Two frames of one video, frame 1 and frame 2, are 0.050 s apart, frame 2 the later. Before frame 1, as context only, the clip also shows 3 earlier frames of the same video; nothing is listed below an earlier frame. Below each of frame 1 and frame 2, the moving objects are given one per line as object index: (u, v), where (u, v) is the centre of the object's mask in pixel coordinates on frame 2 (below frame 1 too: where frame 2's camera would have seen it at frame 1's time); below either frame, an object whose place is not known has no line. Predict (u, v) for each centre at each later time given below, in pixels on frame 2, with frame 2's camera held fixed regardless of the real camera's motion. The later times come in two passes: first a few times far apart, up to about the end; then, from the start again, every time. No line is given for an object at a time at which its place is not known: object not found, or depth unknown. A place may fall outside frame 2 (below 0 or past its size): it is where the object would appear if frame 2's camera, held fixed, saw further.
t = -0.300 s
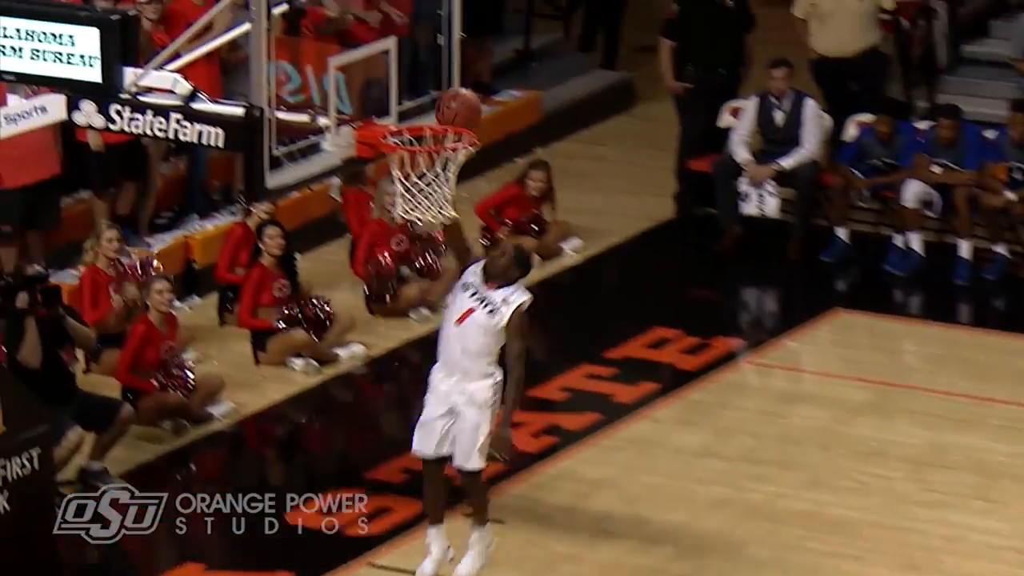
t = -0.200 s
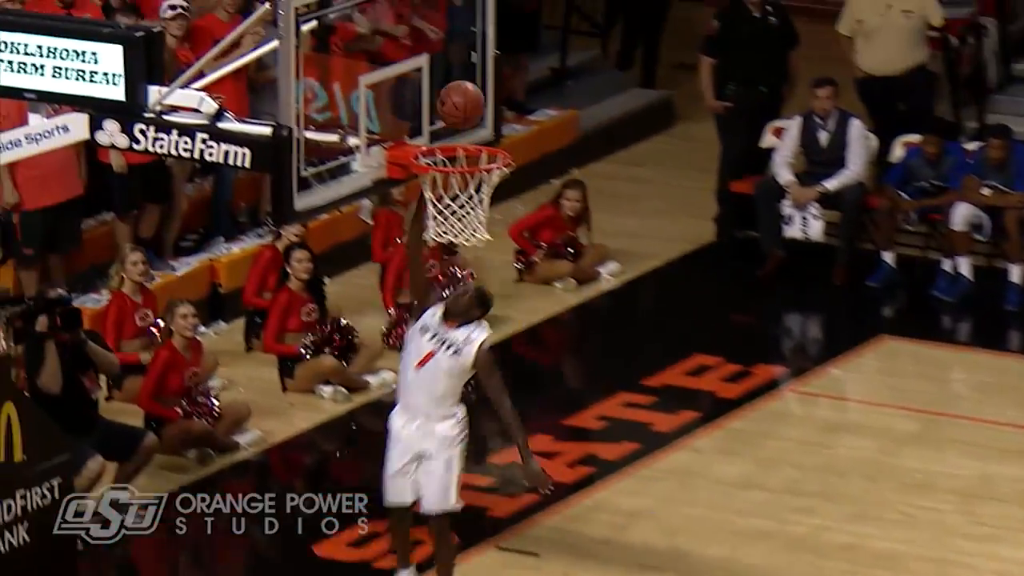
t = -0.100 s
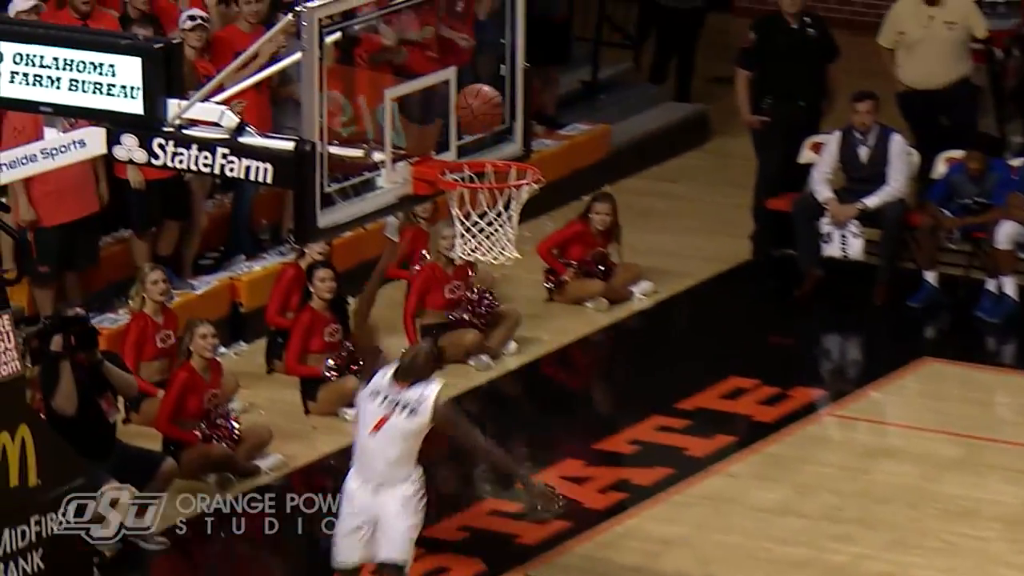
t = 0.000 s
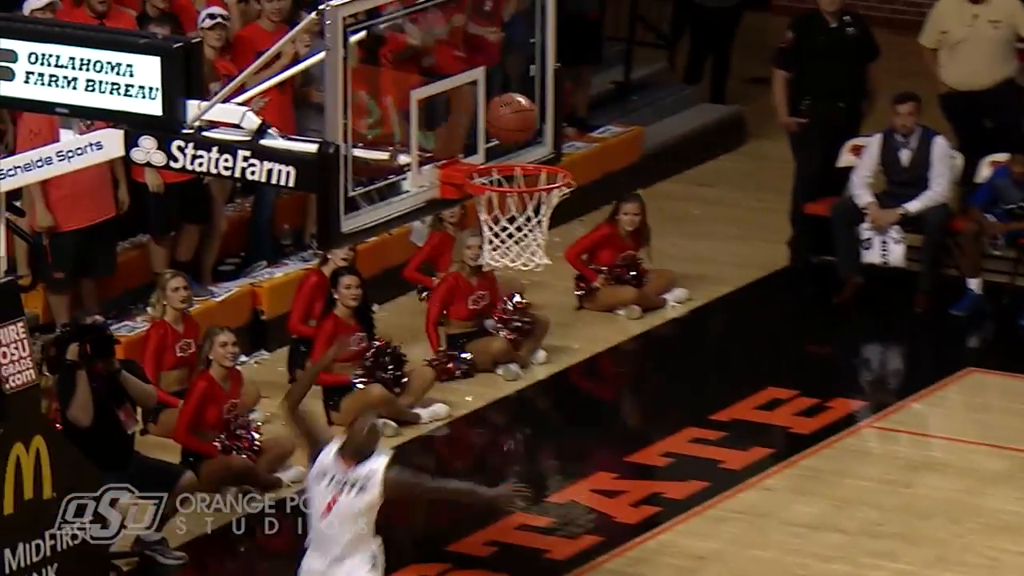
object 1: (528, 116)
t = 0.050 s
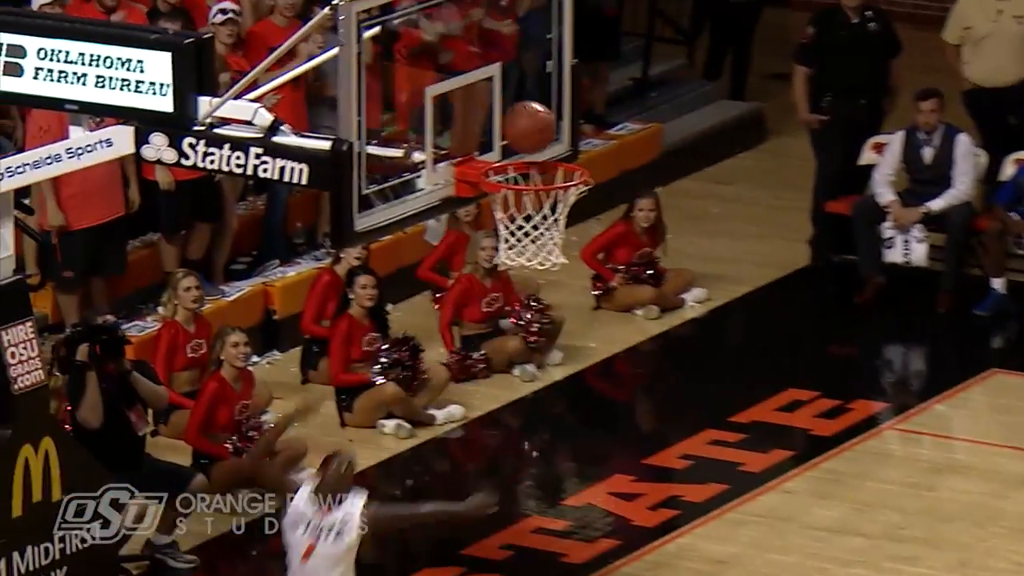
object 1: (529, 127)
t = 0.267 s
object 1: (538, 224)
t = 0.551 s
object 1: (549, 377)
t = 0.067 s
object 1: (529, 132)
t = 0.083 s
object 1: (530, 139)
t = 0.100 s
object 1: (531, 146)
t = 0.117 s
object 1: (532, 151)
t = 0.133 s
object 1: (532, 160)
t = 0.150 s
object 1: (533, 164)
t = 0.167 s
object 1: (532, 169)
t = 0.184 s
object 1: (534, 174)
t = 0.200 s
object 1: (533, 192)
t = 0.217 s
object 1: (537, 201)
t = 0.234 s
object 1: (539, 203)
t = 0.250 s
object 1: (541, 215)
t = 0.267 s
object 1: (538, 224)
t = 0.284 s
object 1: (544, 235)
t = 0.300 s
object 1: (546, 232)
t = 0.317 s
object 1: (547, 243)
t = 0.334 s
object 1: (546, 270)
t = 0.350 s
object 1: (549, 273)
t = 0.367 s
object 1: (547, 276)
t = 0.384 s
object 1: (546, 279)
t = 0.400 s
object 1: (544, 285)
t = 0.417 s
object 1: (543, 290)
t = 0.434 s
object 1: (542, 298)
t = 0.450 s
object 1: (547, 308)
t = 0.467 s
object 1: (547, 318)
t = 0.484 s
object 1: (548, 328)
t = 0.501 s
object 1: (545, 339)
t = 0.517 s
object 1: (544, 351)
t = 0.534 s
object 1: (547, 363)
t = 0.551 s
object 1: (549, 377)
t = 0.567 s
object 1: (550, 392)
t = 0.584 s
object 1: (550, 405)
